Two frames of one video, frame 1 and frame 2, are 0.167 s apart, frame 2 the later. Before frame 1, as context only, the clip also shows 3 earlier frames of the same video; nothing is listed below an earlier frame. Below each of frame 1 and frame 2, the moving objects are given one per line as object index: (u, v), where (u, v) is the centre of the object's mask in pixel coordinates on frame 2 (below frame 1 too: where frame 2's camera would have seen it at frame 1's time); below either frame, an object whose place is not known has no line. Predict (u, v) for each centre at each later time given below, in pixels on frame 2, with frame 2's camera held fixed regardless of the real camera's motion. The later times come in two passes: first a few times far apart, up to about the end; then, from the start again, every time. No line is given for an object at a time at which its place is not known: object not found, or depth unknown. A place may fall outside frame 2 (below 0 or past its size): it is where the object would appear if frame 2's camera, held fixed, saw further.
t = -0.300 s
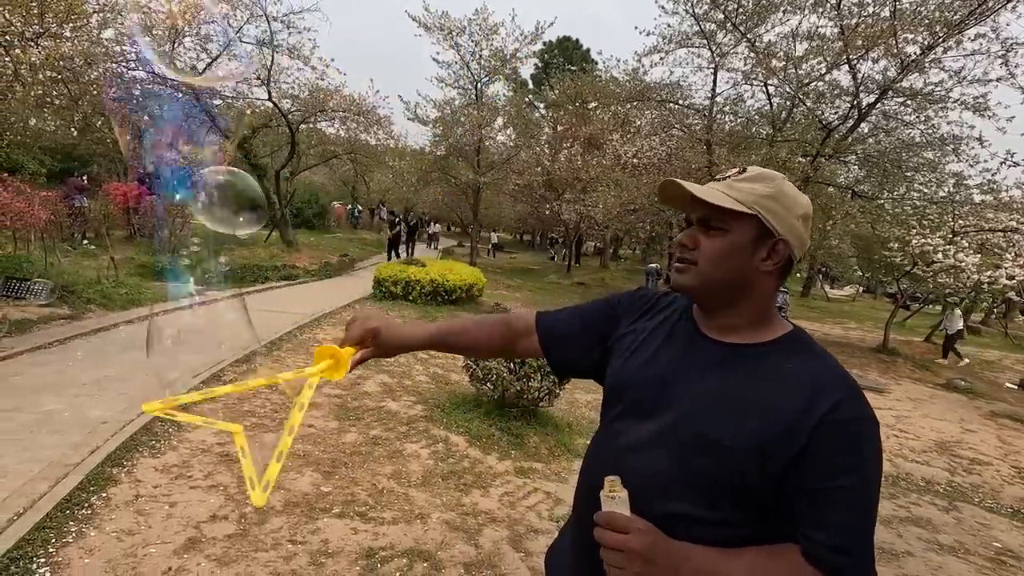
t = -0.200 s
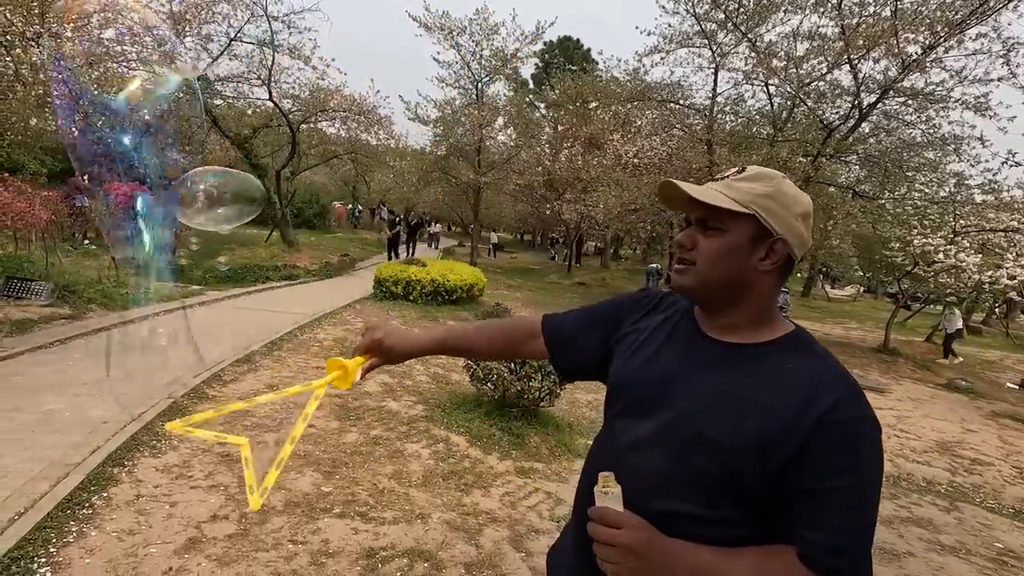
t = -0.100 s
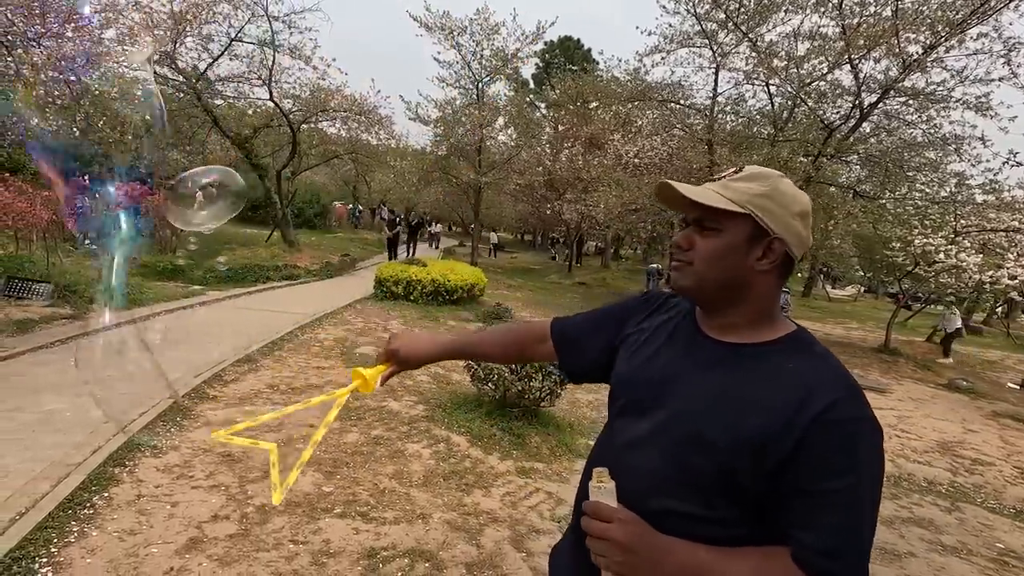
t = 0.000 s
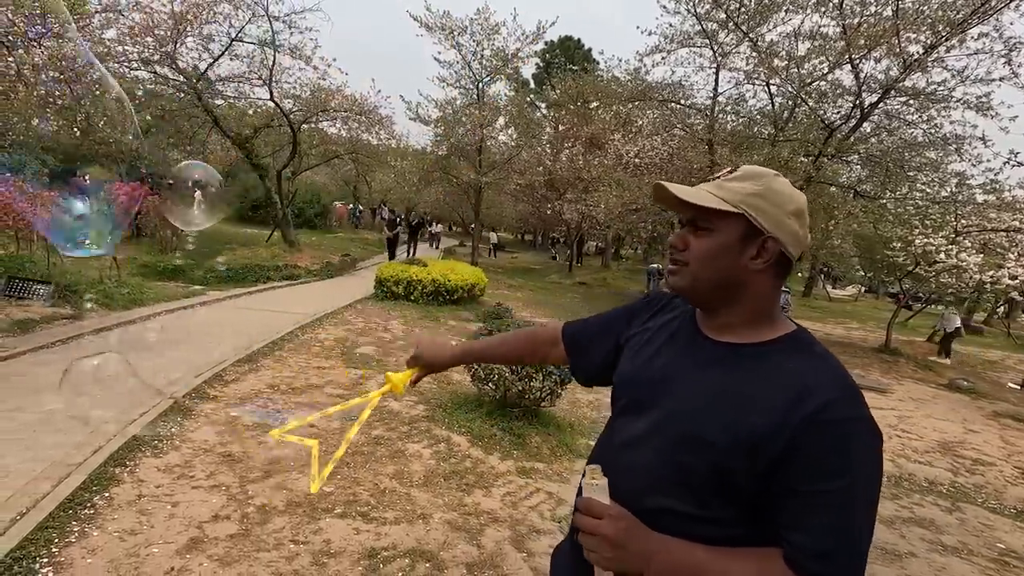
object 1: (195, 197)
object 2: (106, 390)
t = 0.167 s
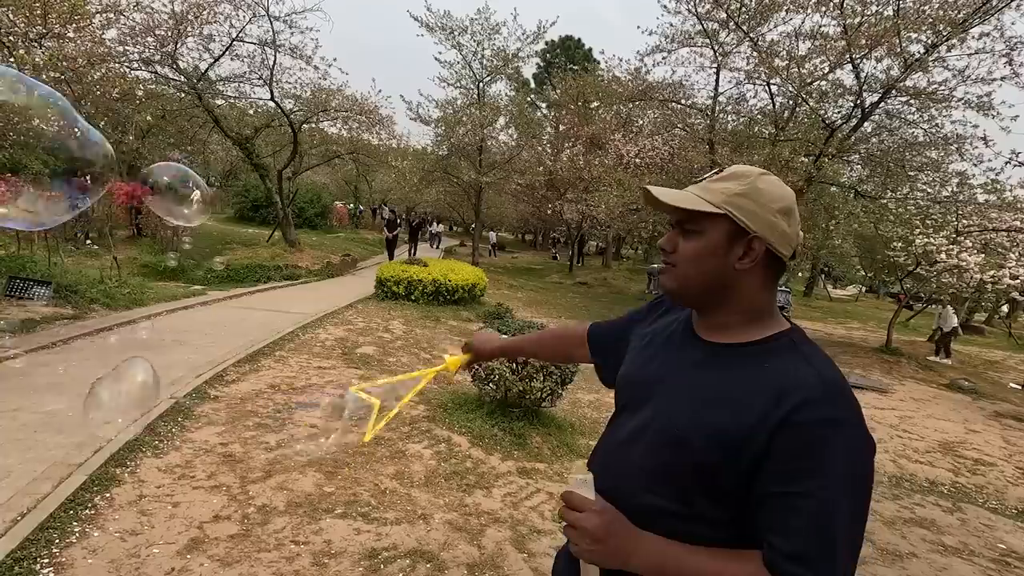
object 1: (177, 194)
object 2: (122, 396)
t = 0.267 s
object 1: (167, 194)
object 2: (116, 393)
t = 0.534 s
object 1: (140, 189)
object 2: (101, 385)
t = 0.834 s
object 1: (113, 179)
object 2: (106, 395)
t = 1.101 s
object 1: (89, 167)
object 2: (91, 420)
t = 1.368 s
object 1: (66, 154)
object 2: (75, 444)
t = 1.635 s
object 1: (35, 146)
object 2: (67, 453)
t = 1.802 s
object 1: (21, 142)
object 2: (70, 451)
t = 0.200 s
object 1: (173, 194)
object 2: (121, 394)
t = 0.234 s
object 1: (169, 194)
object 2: (118, 392)
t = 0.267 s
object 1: (167, 194)
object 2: (116, 393)
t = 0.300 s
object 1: (164, 194)
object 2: (113, 393)
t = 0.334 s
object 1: (159, 193)
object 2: (114, 392)
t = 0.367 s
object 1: (155, 192)
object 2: (112, 387)
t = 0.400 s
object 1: (152, 191)
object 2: (107, 387)
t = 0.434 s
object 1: (149, 191)
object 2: (104, 387)
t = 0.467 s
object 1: (146, 191)
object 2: (101, 385)
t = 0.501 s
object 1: (144, 190)
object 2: (101, 384)
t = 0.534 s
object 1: (140, 189)
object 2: (101, 385)
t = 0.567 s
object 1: (137, 188)
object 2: (103, 385)
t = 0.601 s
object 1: (133, 187)
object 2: (105, 384)
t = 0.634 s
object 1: (130, 186)
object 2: (105, 386)
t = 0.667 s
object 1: (127, 185)
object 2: (105, 387)
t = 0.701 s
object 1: (124, 183)
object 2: (105, 388)
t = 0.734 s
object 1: (121, 182)
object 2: (105, 390)
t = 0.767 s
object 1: (118, 181)
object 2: (104, 391)
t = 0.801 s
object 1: (115, 180)
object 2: (105, 394)
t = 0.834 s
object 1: (113, 179)
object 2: (106, 395)
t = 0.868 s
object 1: (110, 178)
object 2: (106, 399)
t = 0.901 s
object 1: (107, 176)
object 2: (105, 402)
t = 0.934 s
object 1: (105, 174)
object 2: (103, 404)
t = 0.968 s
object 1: (101, 173)
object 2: (101, 409)
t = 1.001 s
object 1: (98, 172)
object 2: (98, 412)
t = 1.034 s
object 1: (94, 170)
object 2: (95, 414)
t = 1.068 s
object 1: (92, 168)
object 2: (93, 419)
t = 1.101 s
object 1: (89, 167)
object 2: (91, 420)
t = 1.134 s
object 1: (86, 165)
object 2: (92, 424)
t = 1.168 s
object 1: (83, 164)
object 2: (91, 422)
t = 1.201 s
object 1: (81, 162)
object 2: (86, 425)
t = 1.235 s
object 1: (77, 161)
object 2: (85, 431)
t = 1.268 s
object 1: (74, 159)
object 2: (81, 438)
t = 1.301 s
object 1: (71, 157)
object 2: (79, 440)
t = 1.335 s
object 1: (68, 155)
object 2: (76, 442)
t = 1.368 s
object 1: (66, 154)
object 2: (75, 444)
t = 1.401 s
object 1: (63, 153)
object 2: (73, 445)
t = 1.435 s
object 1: (57, 151)
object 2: (73, 446)
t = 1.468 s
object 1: (54, 150)
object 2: (72, 447)
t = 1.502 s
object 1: (51, 150)
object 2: (70, 450)
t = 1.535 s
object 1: (48, 149)
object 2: (69, 451)
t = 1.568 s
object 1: (43, 147)
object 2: (69, 452)
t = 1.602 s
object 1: (39, 147)
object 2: (67, 453)
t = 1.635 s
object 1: (35, 146)
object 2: (67, 453)
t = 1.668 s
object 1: (30, 145)
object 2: (67, 453)
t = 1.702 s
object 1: (27, 144)
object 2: (69, 453)
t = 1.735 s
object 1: (25, 144)
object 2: (69, 452)
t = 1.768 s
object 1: (23, 143)
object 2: (70, 451)
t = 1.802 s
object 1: (21, 142)
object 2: (70, 451)
